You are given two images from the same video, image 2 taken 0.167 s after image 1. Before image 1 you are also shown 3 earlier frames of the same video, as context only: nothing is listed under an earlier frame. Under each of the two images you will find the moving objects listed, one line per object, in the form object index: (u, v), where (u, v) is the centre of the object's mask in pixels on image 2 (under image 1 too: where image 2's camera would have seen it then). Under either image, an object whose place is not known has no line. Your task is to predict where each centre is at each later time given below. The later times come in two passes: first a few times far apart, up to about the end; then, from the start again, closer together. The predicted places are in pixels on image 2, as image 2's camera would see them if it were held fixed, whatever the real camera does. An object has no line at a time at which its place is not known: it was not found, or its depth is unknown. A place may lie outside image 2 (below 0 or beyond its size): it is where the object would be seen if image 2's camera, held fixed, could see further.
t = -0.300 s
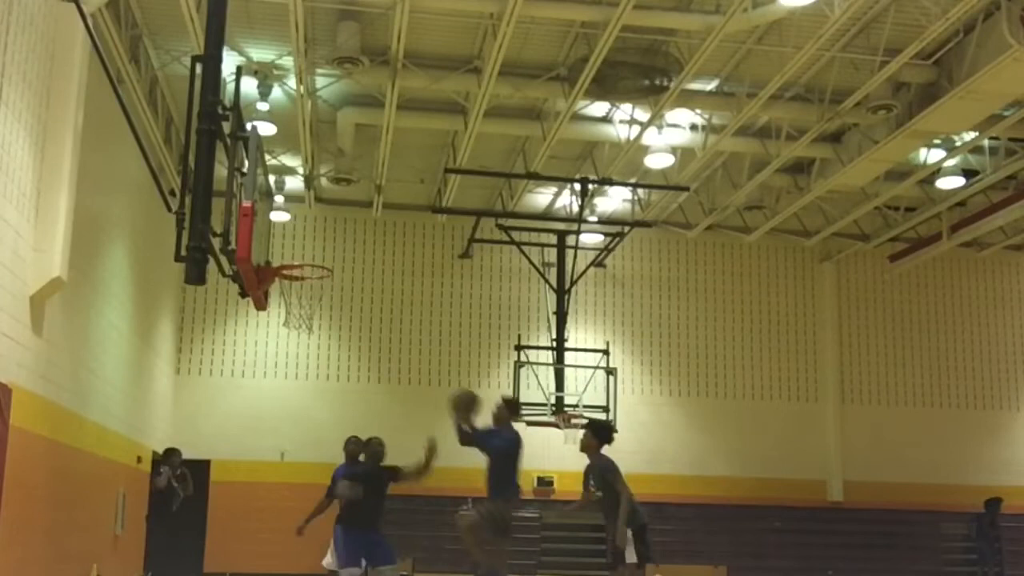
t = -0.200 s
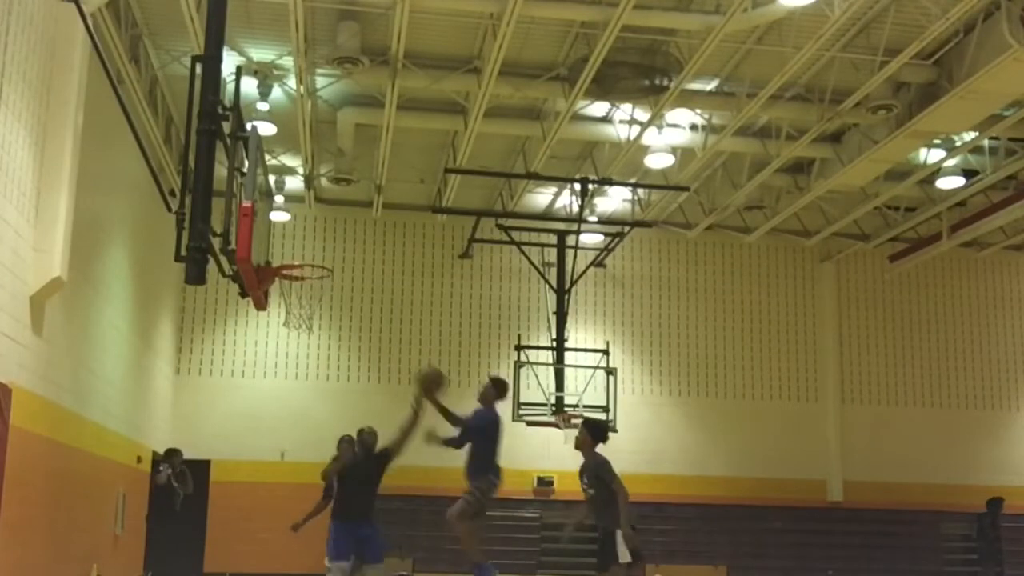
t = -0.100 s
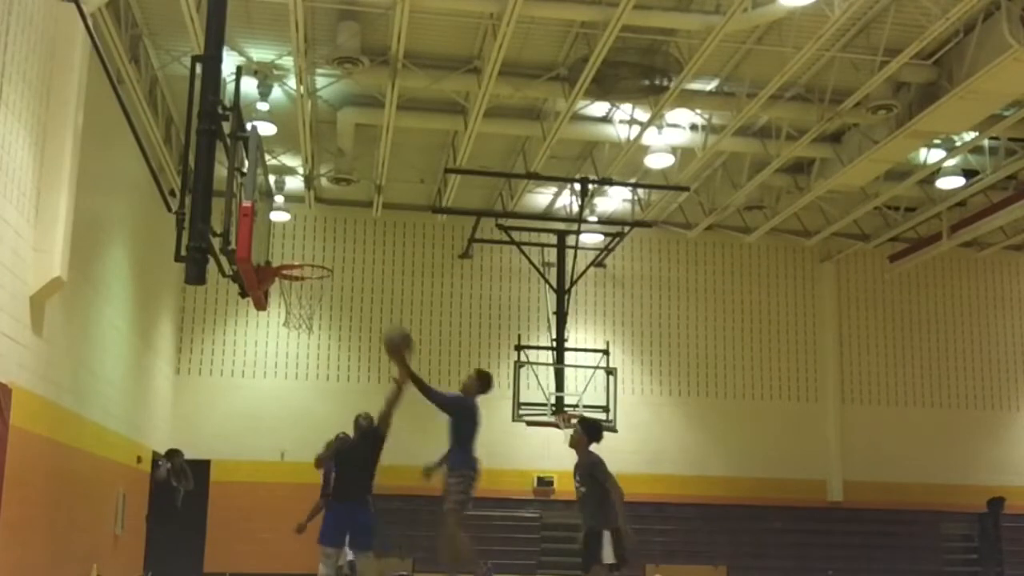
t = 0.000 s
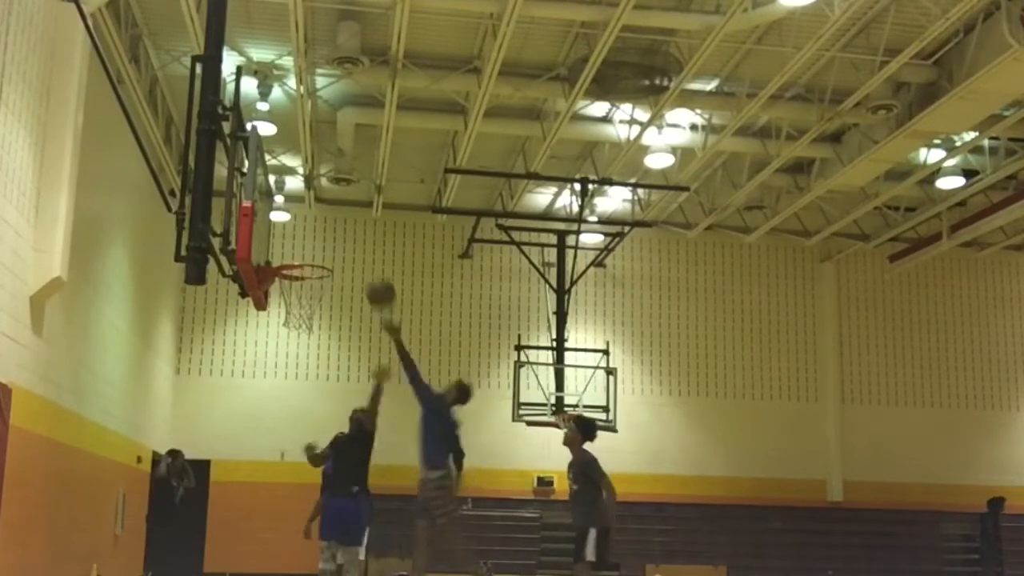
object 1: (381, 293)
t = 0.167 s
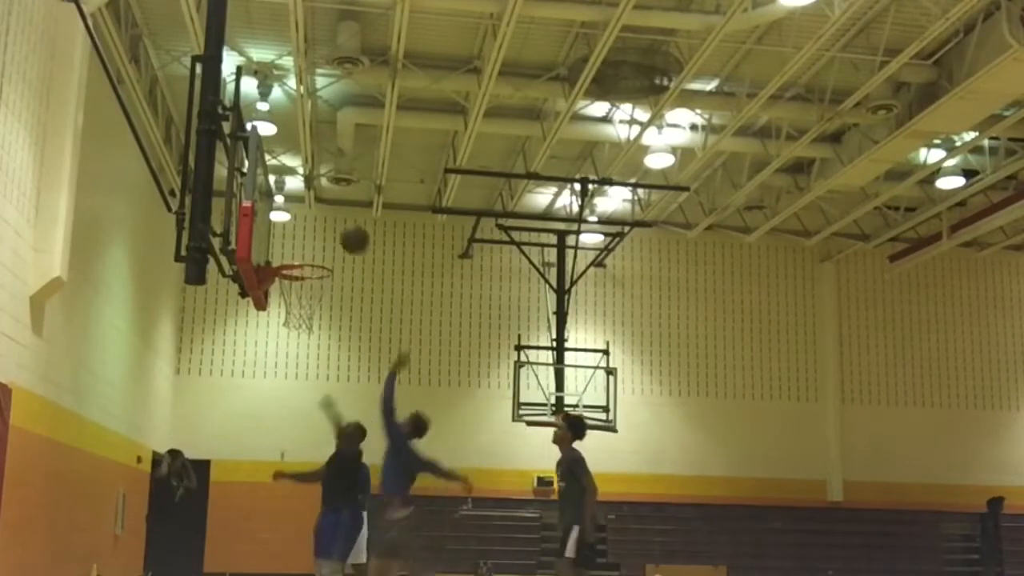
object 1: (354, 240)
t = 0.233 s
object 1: (343, 228)
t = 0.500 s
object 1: (301, 232)
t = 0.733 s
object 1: (276, 236)
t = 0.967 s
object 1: (287, 244)
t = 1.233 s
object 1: (305, 247)
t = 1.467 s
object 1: (316, 271)
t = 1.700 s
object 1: (290, 316)
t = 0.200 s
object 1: (349, 233)
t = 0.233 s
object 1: (343, 228)
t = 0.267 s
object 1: (338, 224)
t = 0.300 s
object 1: (333, 222)
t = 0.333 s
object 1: (327, 220)
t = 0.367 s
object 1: (322, 220)
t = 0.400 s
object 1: (317, 221)
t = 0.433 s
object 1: (311, 224)
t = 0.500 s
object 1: (301, 232)
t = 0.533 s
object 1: (295, 238)
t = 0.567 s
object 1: (290, 245)
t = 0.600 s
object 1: (284, 252)
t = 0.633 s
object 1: (281, 249)
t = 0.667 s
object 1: (279, 244)
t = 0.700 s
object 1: (277, 239)
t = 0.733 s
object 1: (276, 236)
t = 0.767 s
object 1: (275, 234)
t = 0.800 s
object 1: (277, 233)
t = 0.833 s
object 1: (279, 233)
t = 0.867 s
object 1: (281, 234)
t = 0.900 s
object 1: (283, 235)
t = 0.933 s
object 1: (285, 239)
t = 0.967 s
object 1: (287, 244)
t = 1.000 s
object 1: (289, 250)
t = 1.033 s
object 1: (291, 254)
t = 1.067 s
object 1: (293, 257)
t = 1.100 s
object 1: (295, 255)
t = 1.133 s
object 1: (298, 252)
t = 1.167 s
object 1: (301, 250)
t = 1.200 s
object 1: (303, 248)
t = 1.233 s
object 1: (305, 247)
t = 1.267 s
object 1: (307, 247)
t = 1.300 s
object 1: (310, 249)
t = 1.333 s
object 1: (312, 252)
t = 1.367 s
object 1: (314, 256)
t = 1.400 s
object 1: (316, 261)
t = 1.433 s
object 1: (318, 268)
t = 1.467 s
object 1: (316, 271)
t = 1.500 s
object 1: (313, 275)
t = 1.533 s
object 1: (308, 280)
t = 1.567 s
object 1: (304, 286)
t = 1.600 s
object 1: (300, 293)
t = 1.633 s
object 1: (296, 301)
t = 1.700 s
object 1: (290, 316)
